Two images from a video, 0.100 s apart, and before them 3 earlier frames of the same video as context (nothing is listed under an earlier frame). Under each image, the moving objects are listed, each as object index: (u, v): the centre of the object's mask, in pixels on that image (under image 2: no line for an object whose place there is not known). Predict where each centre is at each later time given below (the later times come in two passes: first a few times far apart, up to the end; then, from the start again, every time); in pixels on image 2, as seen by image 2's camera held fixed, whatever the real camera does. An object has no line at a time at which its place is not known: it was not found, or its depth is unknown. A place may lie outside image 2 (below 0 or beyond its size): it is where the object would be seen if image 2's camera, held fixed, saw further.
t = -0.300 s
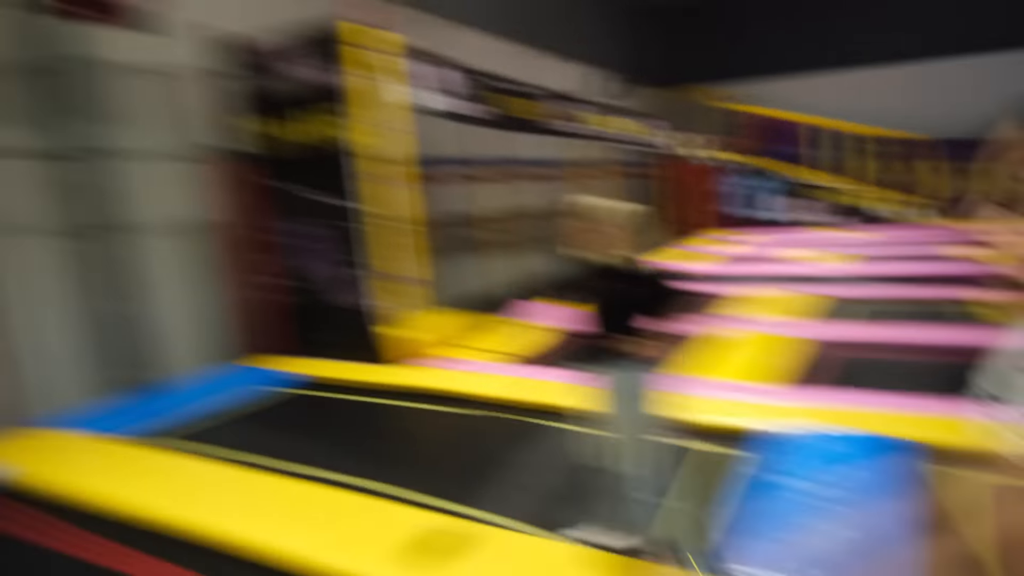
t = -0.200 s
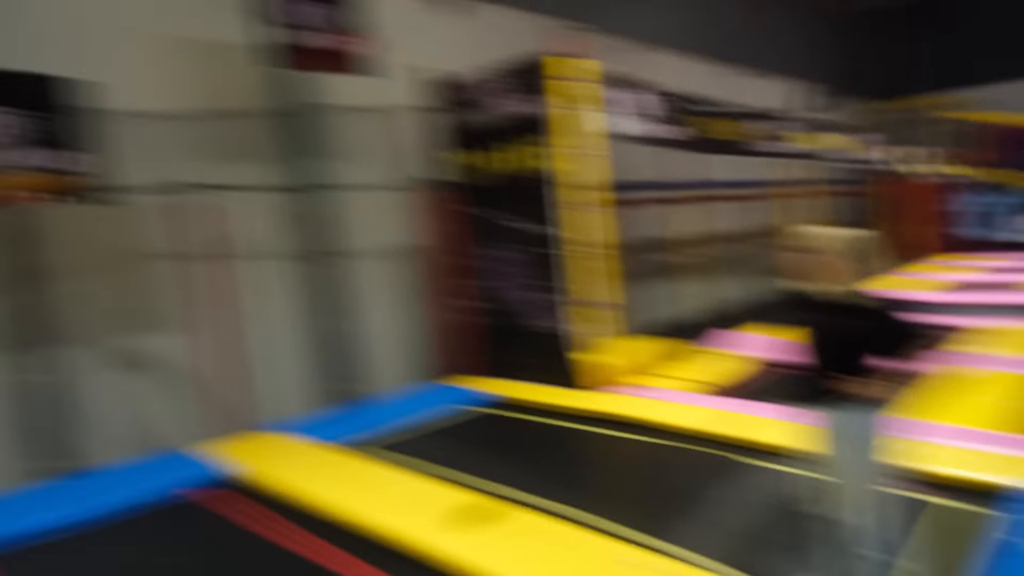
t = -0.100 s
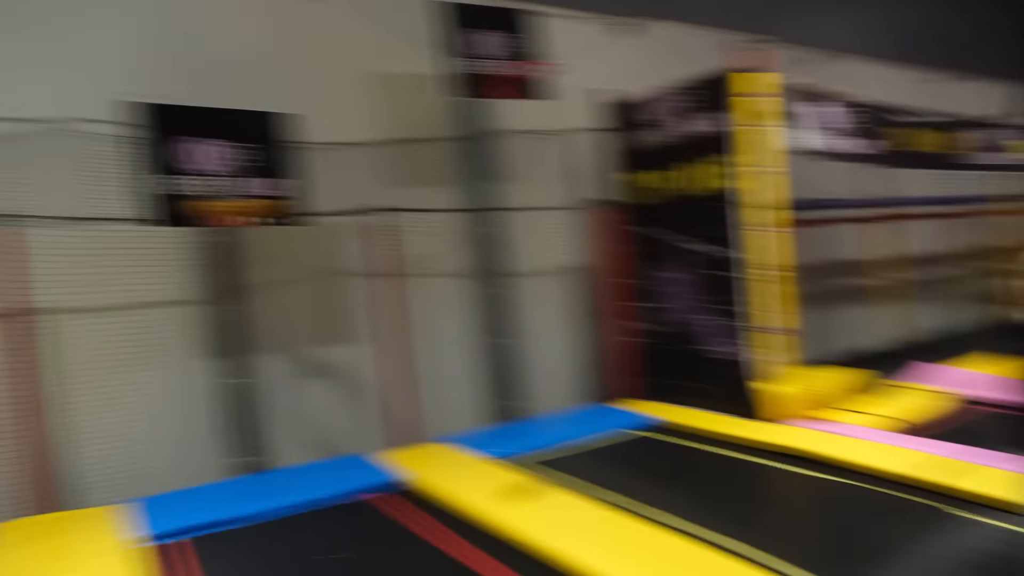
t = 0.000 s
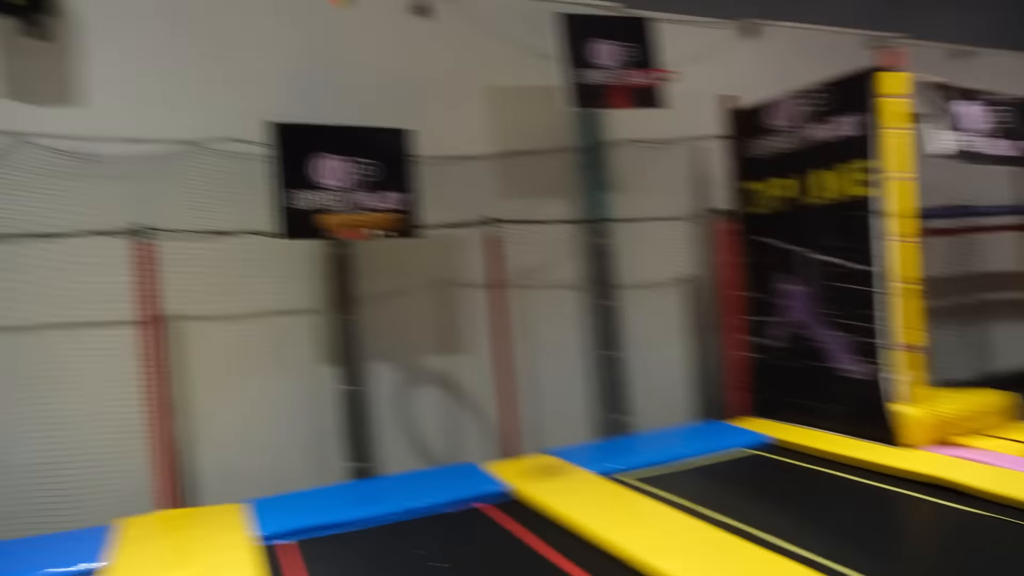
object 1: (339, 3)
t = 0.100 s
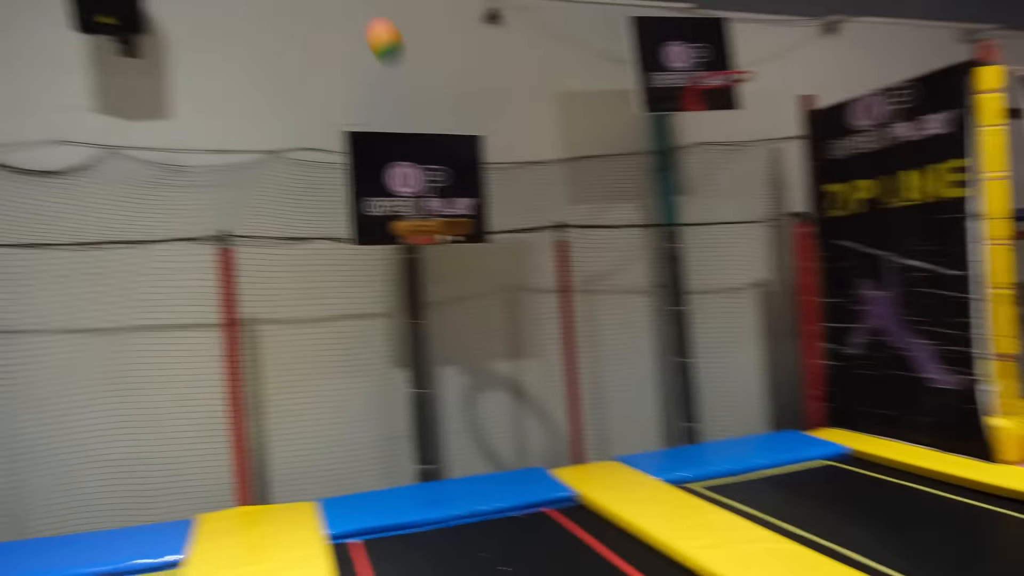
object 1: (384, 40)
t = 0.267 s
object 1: (363, 140)
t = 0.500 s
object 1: (331, 251)
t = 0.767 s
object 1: (276, 495)
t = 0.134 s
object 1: (379, 60)
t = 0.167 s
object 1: (374, 79)
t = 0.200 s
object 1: (369, 98)
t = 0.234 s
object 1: (366, 121)
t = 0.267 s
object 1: (363, 140)
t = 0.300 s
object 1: (360, 159)
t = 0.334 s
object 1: (356, 180)
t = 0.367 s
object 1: (353, 197)
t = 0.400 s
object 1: (347, 208)
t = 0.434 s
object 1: (342, 218)
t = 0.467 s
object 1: (336, 233)
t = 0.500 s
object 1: (331, 251)
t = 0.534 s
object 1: (325, 270)
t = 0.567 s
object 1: (319, 294)
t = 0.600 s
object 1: (312, 318)
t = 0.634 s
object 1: (305, 345)
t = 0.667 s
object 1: (298, 377)
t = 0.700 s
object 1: (292, 415)
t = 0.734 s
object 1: (284, 456)
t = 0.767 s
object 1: (276, 495)
